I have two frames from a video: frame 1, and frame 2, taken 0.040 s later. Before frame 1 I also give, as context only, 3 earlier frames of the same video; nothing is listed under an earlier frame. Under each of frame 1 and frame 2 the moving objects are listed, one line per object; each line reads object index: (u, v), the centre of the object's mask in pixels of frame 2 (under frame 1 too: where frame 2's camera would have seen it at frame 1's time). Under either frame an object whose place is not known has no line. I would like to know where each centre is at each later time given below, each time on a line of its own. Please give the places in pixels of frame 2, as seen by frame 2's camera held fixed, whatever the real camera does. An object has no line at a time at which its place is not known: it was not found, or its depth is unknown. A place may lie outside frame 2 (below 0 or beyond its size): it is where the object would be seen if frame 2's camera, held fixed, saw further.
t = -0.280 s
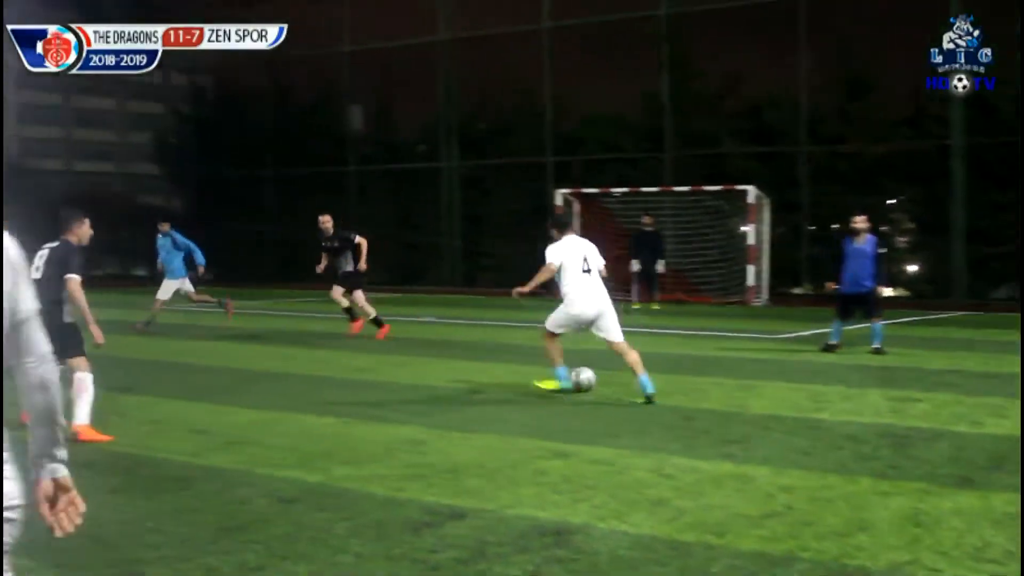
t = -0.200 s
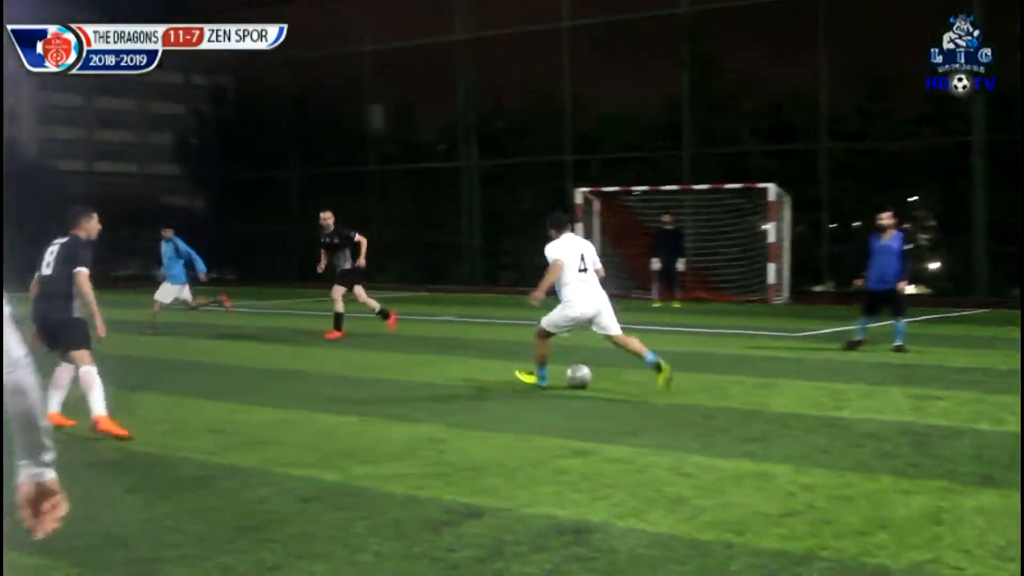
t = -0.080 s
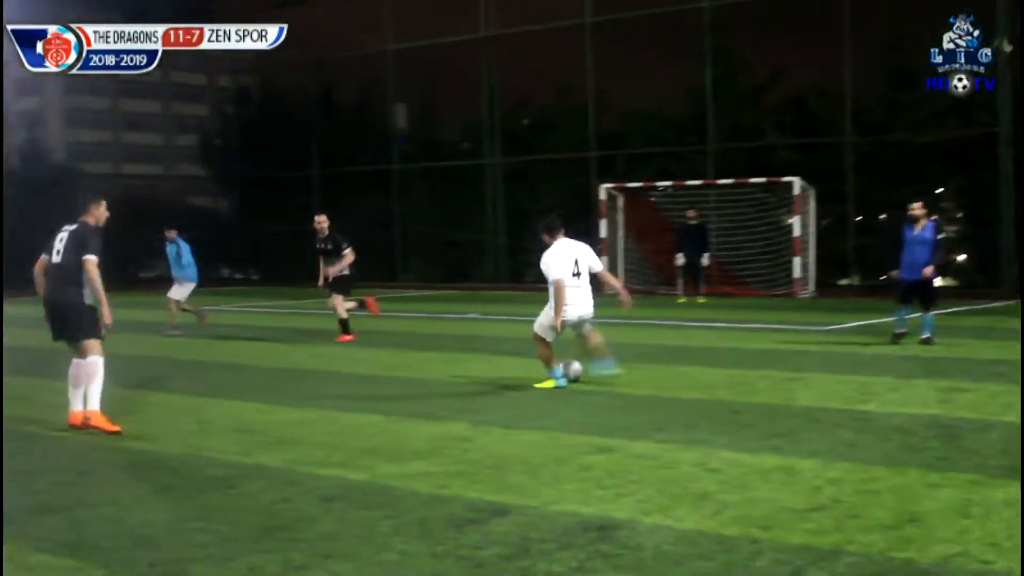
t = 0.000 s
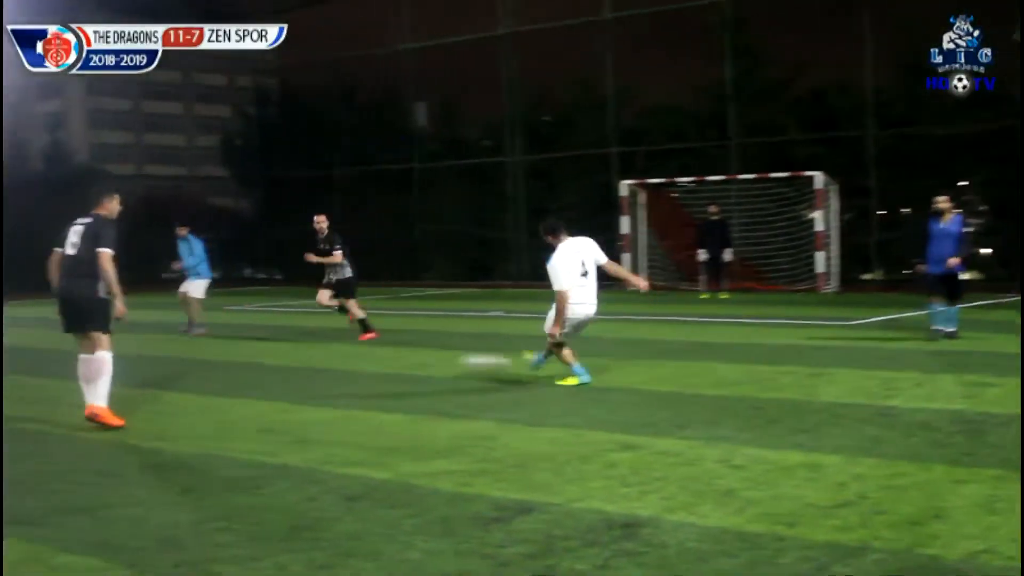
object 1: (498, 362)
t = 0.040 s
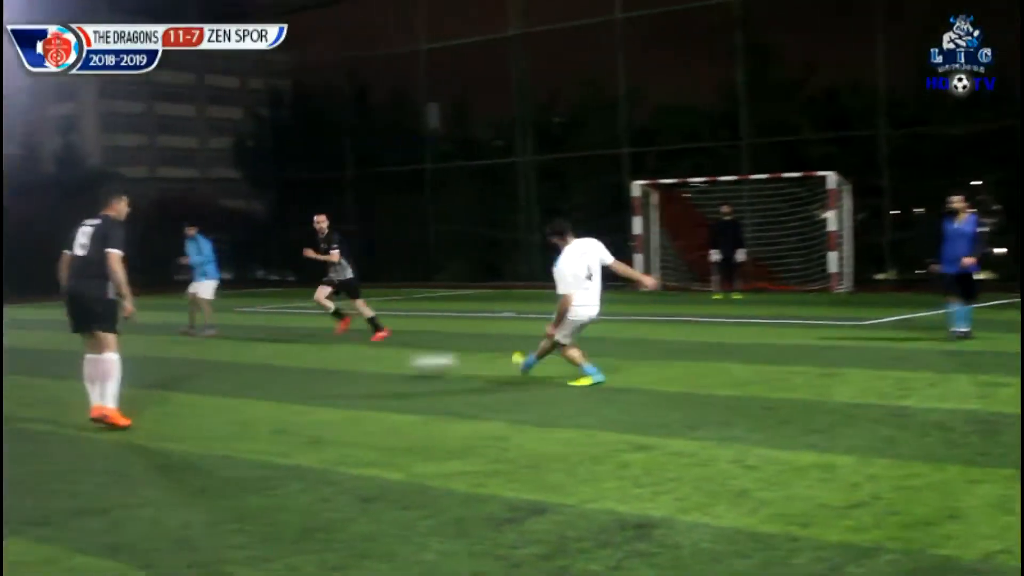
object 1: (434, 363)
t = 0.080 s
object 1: (371, 365)
